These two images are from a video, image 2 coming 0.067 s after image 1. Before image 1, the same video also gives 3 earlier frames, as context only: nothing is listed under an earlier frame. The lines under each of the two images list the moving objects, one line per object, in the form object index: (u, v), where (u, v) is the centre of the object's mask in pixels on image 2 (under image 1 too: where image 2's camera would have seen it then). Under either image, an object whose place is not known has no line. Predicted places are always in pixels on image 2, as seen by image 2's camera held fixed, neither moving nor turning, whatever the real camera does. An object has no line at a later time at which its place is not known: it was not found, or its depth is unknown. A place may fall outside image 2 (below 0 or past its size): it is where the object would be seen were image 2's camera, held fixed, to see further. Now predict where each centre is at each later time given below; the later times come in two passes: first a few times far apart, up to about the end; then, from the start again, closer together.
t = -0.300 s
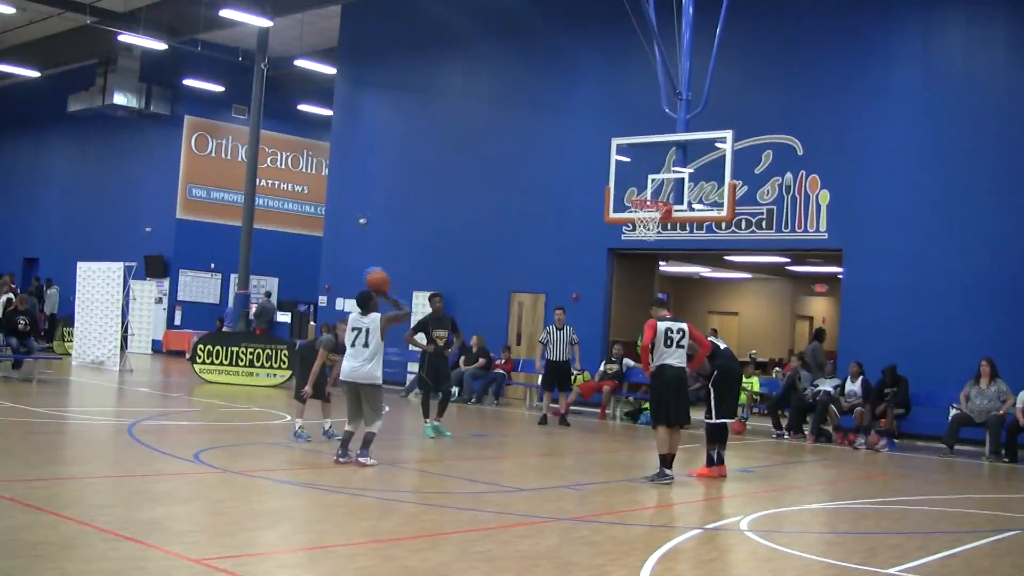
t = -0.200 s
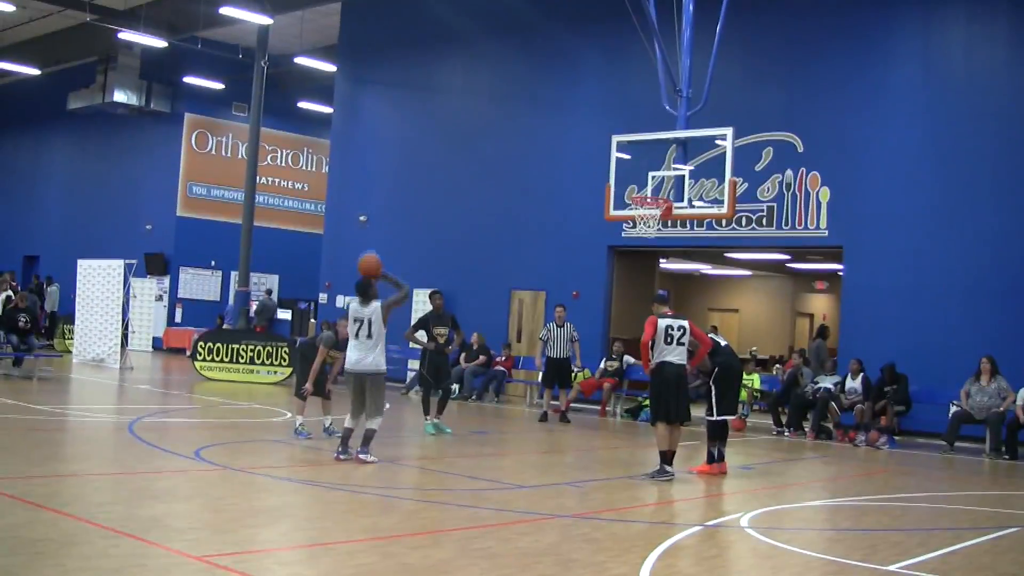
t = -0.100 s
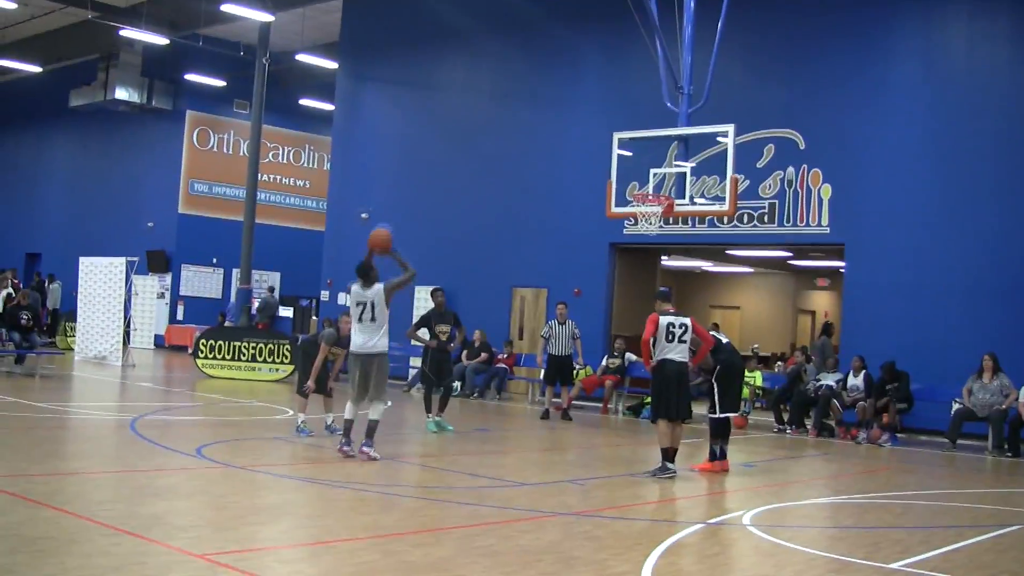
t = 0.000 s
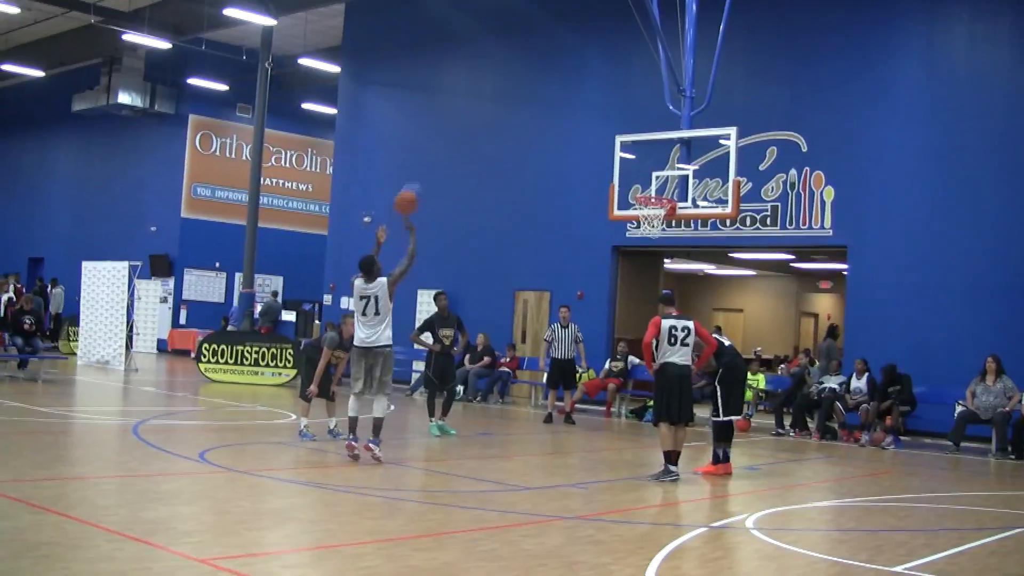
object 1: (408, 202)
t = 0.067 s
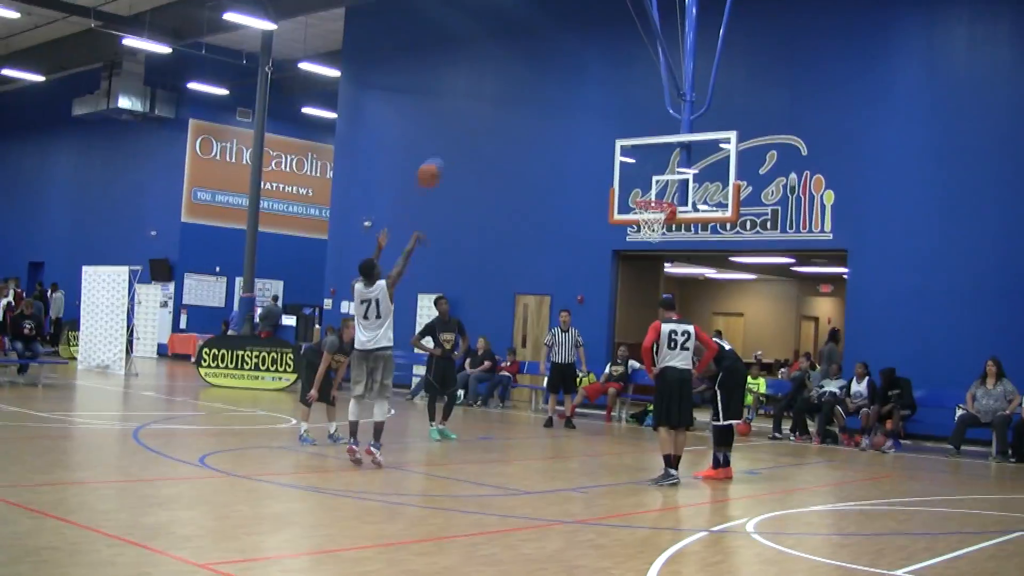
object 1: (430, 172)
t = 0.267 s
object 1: (490, 109)
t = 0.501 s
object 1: (548, 86)
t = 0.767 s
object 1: (607, 114)
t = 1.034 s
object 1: (657, 194)
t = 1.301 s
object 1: (635, 213)
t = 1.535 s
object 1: (647, 247)
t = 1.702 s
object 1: (657, 292)
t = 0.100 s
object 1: (440, 159)
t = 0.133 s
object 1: (451, 147)
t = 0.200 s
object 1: (471, 125)
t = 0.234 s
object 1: (481, 117)
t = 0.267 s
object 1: (490, 109)
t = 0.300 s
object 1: (499, 103)
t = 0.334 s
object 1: (508, 98)
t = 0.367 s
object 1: (516, 93)
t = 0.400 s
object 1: (524, 90)
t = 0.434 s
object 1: (532, 87)
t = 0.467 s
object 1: (540, 86)
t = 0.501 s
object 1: (548, 86)
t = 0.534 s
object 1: (556, 86)
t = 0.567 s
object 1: (564, 88)
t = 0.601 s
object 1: (571, 90)
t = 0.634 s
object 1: (579, 93)
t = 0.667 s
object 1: (586, 97)
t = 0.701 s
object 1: (593, 102)
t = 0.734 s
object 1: (601, 108)
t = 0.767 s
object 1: (607, 114)
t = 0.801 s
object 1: (614, 122)
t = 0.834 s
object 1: (621, 130)
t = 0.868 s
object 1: (627, 139)
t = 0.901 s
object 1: (632, 148)
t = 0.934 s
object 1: (640, 158)
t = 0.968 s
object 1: (646, 170)
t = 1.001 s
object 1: (651, 183)
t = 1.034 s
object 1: (657, 194)
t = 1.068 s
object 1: (656, 205)
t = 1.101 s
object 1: (647, 208)
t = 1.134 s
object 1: (637, 215)
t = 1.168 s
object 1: (634, 216)
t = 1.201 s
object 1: (633, 213)
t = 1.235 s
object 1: (633, 212)
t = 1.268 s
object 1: (634, 213)
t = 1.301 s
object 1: (635, 213)
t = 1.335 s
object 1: (635, 218)
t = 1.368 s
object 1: (637, 218)
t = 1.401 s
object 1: (638, 225)
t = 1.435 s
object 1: (641, 227)
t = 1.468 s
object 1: (643, 238)
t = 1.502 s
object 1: (645, 241)
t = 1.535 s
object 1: (647, 247)
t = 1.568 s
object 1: (649, 254)
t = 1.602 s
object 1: (651, 263)
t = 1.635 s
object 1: (653, 271)
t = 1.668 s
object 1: (655, 282)
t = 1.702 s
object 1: (657, 292)
